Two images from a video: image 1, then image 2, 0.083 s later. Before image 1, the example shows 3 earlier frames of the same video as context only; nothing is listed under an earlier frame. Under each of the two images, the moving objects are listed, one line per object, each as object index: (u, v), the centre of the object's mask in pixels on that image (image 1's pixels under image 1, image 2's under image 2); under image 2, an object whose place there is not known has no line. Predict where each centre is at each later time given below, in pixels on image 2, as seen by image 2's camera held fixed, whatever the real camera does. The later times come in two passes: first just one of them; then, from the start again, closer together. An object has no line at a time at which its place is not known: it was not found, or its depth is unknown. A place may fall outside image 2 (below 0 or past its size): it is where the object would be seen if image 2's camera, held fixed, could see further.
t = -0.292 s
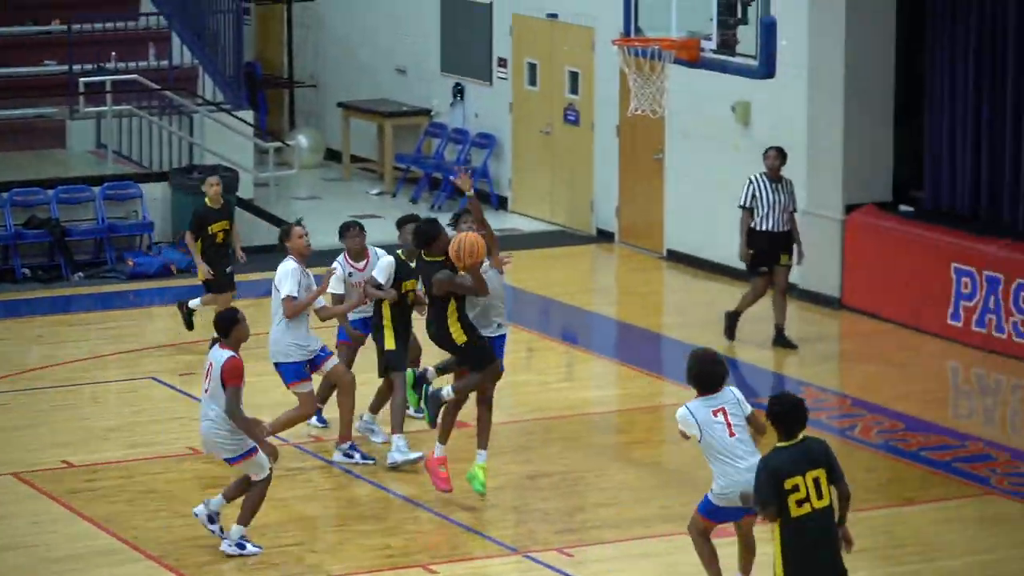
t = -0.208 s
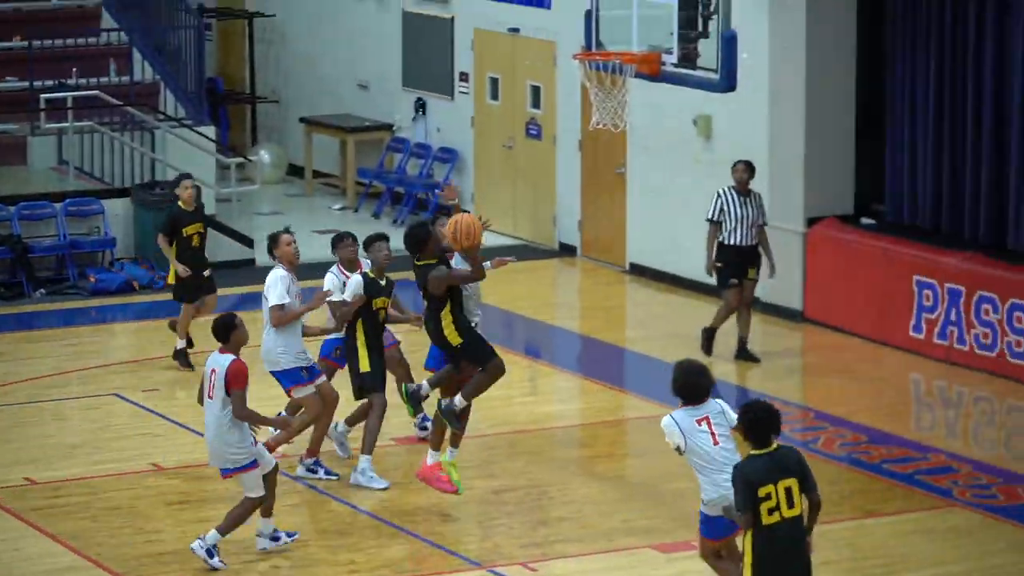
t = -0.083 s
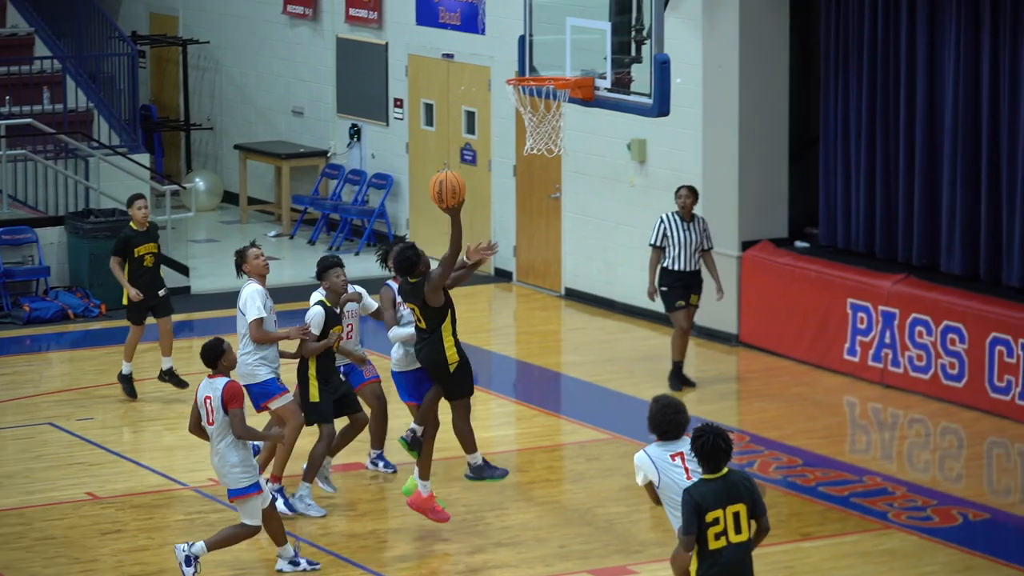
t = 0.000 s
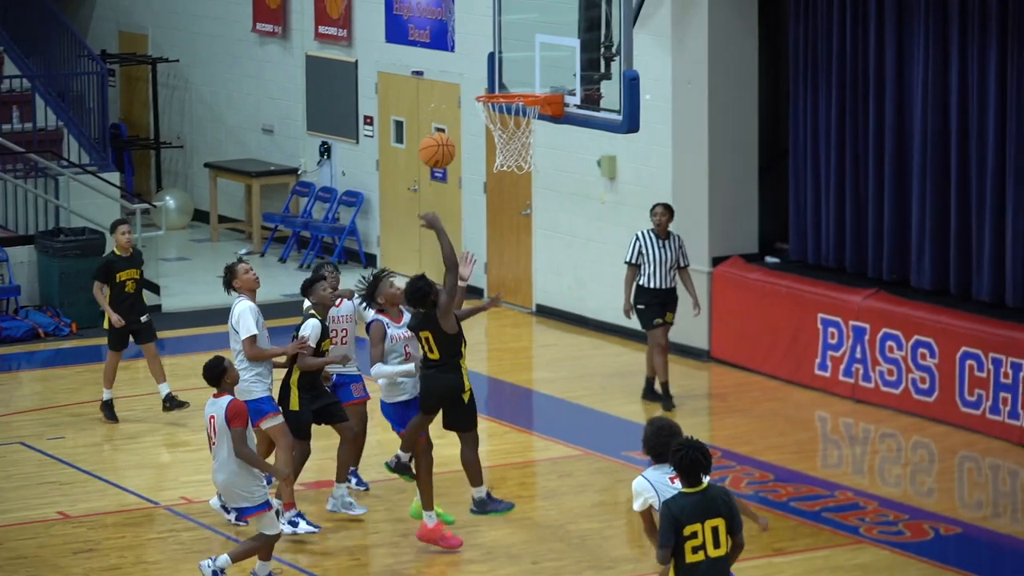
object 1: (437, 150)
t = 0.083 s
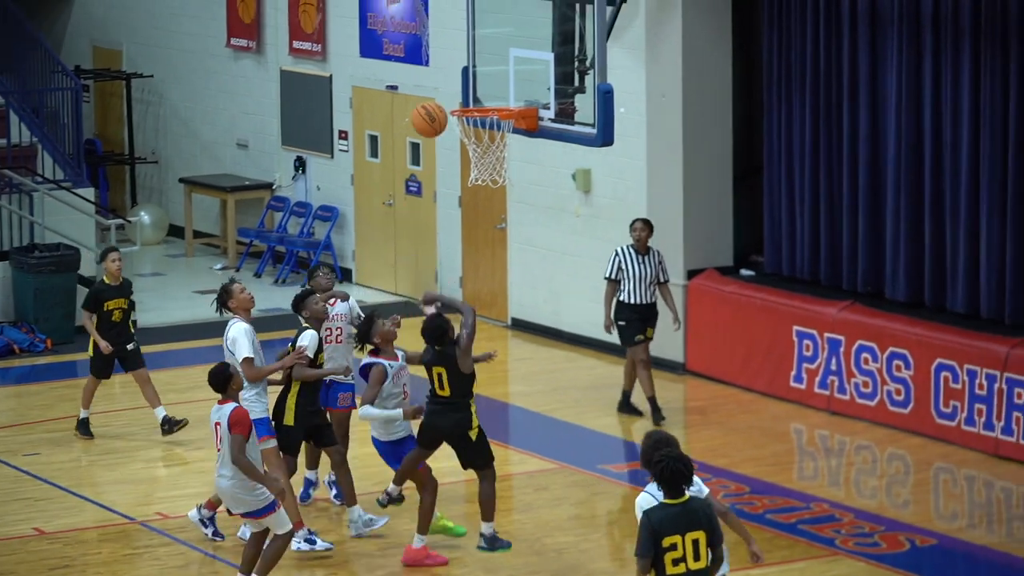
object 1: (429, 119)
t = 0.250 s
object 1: (466, 62)
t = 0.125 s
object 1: (437, 105)
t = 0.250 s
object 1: (466, 62)
